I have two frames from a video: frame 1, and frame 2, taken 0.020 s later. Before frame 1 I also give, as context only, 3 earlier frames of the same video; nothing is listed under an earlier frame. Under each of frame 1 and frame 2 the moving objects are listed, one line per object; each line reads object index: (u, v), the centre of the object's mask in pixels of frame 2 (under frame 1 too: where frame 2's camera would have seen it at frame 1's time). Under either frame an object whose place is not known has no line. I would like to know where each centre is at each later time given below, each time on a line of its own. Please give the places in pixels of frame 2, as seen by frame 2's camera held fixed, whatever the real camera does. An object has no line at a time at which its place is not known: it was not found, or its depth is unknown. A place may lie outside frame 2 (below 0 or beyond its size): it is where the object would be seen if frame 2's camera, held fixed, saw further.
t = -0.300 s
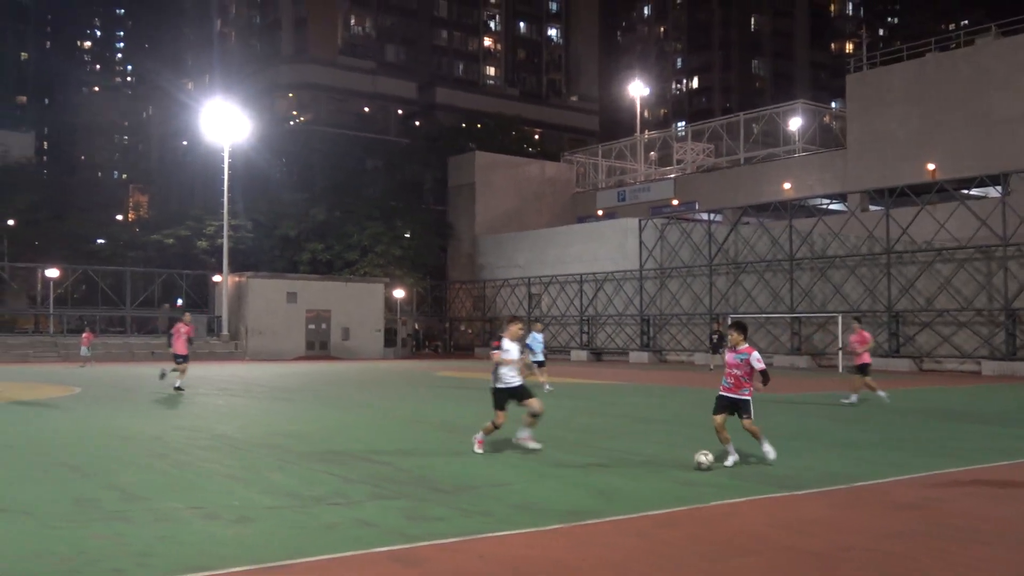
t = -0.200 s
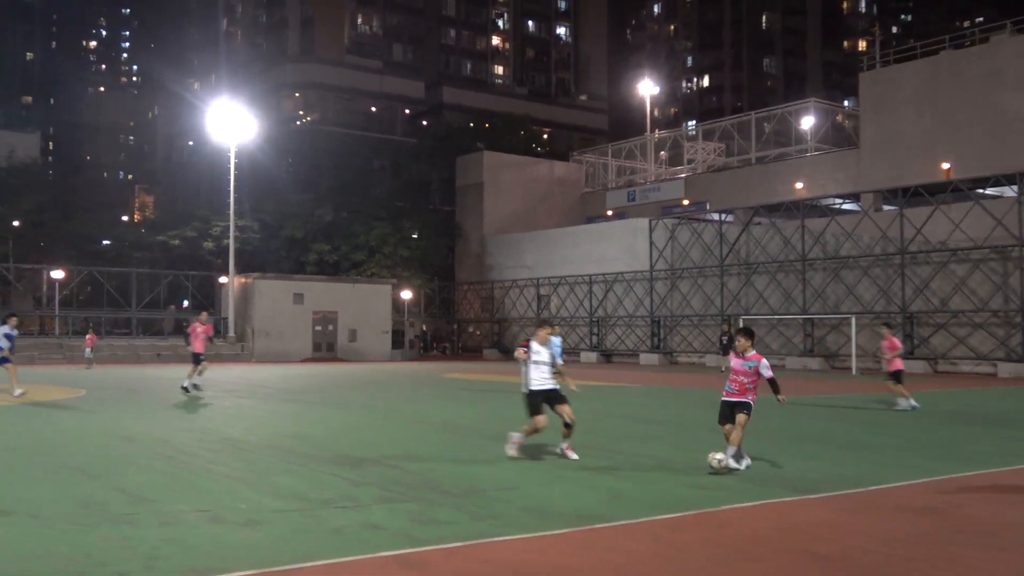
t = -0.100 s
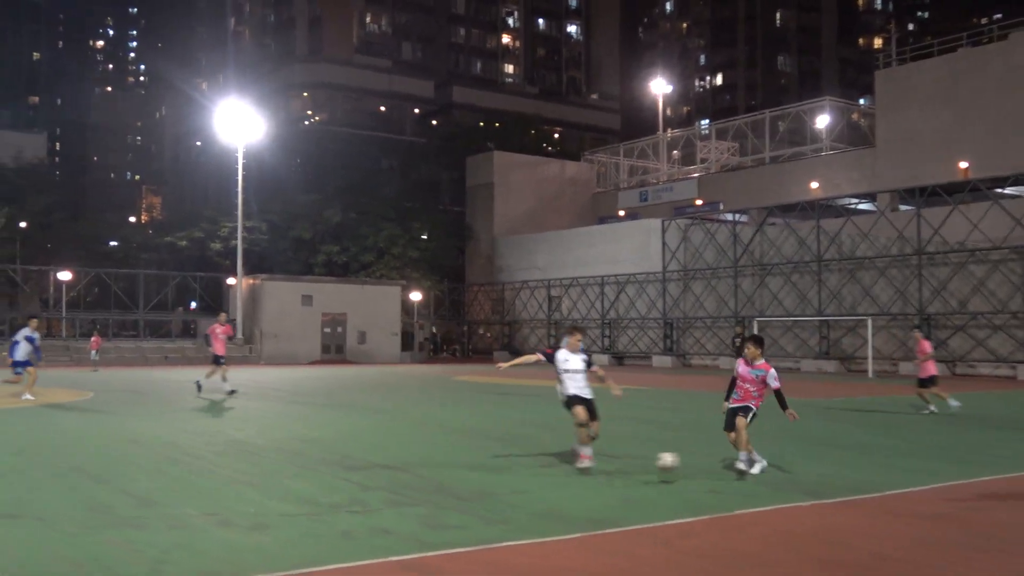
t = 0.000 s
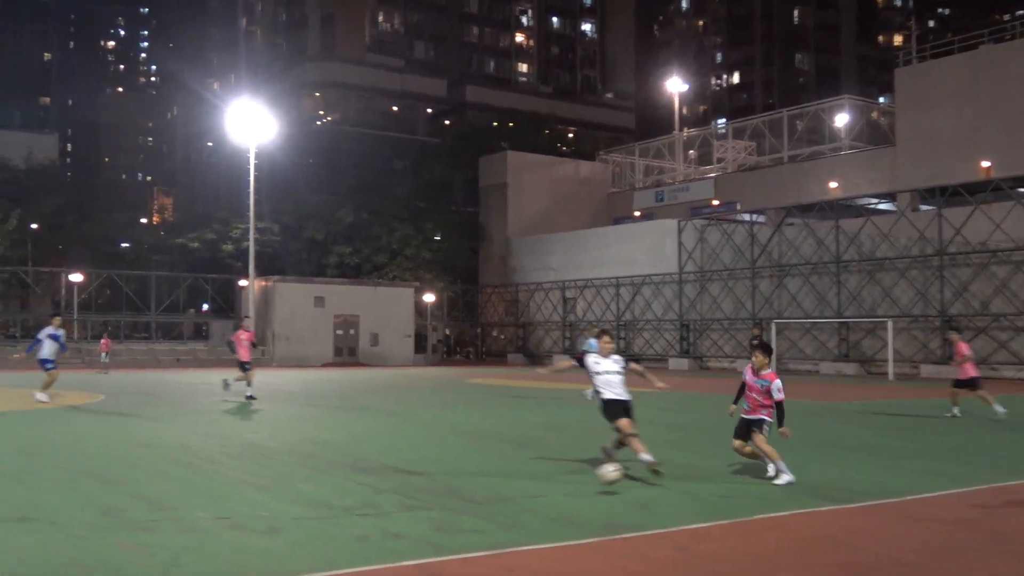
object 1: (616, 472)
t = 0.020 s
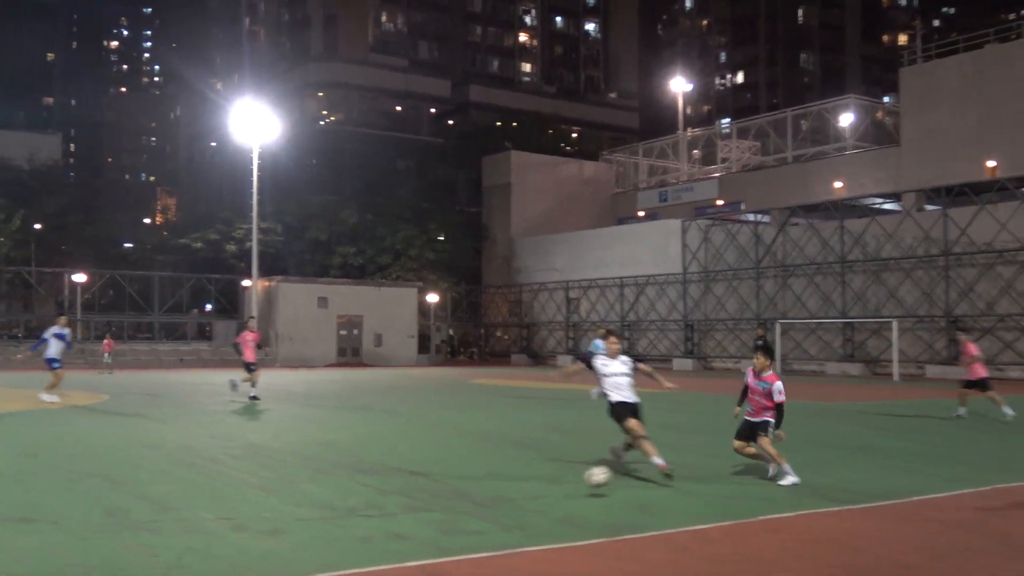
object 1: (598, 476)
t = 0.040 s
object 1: (579, 478)
